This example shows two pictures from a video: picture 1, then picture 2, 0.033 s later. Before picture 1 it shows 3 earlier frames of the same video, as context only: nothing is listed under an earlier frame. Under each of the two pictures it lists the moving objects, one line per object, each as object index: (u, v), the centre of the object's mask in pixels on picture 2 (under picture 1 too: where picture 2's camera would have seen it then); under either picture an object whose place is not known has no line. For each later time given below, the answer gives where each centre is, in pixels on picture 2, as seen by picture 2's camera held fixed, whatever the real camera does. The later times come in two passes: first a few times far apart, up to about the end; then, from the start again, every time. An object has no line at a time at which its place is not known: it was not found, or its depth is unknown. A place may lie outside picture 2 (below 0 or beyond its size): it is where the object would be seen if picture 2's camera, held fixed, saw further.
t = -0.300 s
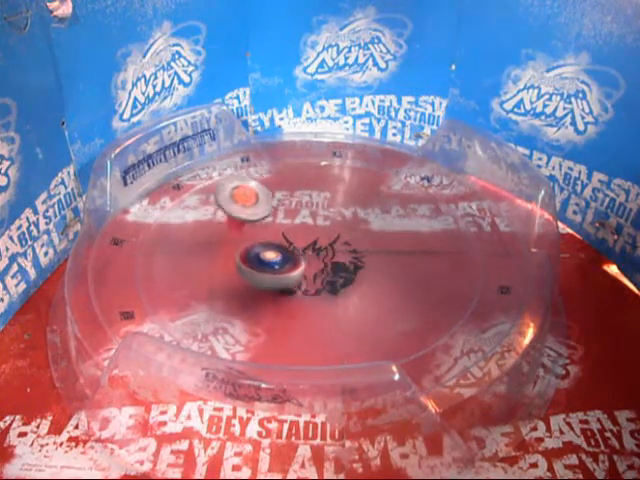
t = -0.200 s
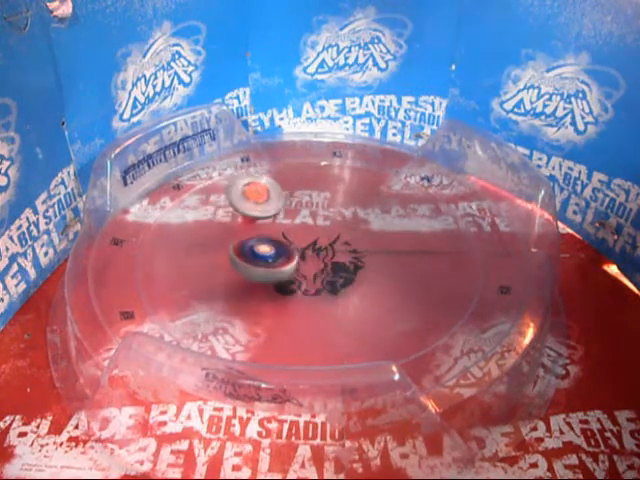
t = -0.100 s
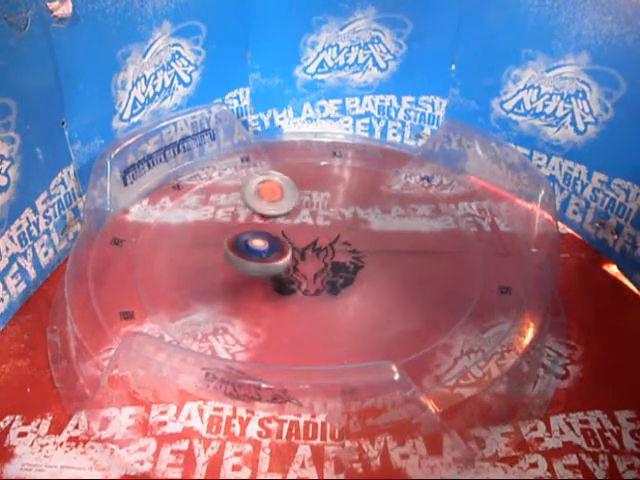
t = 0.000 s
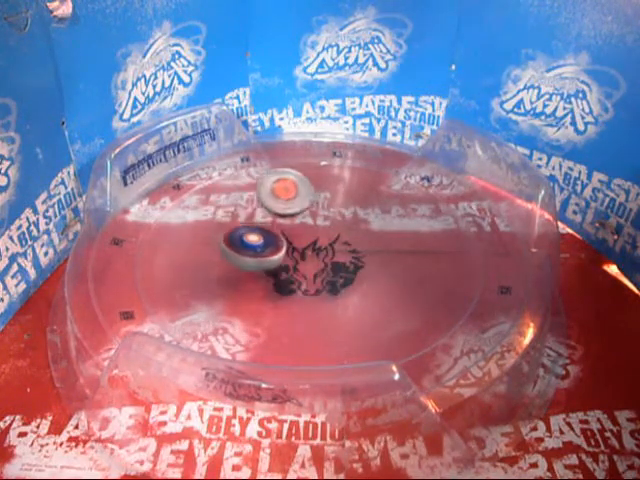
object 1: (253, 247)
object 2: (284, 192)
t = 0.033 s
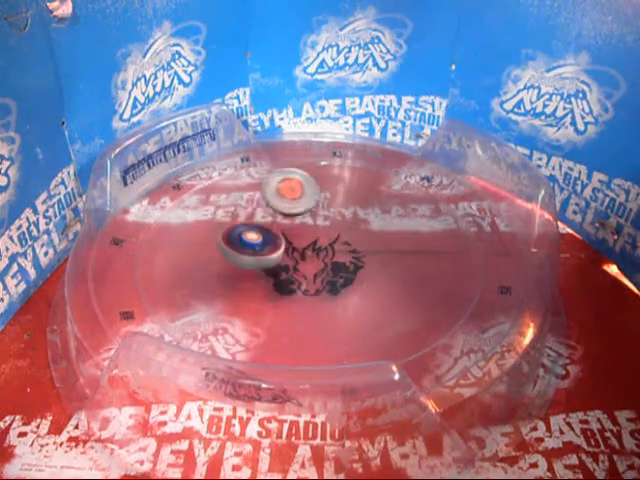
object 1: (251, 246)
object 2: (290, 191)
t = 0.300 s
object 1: (252, 237)
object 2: (332, 193)
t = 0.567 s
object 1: (270, 227)
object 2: (370, 205)
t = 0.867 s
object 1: (289, 209)
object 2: (390, 227)
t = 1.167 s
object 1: (299, 208)
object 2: (376, 253)
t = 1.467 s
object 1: (327, 216)
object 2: (330, 273)
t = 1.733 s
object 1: (353, 219)
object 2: (276, 273)
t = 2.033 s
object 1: (363, 224)
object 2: (242, 254)
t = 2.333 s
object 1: (365, 245)
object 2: (240, 226)
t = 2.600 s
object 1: (364, 259)
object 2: (263, 203)
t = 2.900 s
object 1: (345, 265)
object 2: (300, 188)
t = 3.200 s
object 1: (305, 279)
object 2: (338, 191)
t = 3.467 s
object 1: (294, 280)
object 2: (368, 209)
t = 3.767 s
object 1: (281, 269)
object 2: (381, 237)
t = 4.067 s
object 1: (257, 251)
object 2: (358, 264)
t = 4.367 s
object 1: (255, 245)
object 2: (307, 278)
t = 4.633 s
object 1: (274, 233)
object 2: (261, 270)
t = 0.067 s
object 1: (250, 244)
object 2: (295, 190)
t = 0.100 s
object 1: (250, 242)
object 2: (300, 190)
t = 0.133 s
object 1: (249, 240)
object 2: (306, 191)
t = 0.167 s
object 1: (249, 240)
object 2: (312, 191)
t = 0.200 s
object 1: (250, 239)
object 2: (317, 191)
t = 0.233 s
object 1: (250, 238)
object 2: (322, 192)
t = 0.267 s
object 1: (251, 238)
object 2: (327, 192)
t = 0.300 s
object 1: (252, 237)
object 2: (332, 193)
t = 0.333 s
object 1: (254, 237)
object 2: (338, 194)
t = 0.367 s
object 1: (256, 237)
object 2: (343, 196)
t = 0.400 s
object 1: (258, 236)
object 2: (347, 197)
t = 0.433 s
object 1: (260, 234)
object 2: (353, 198)
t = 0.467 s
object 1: (263, 232)
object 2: (356, 200)
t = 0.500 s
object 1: (264, 231)
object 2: (362, 201)
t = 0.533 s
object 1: (267, 228)
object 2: (366, 203)
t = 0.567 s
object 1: (270, 227)
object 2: (370, 205)
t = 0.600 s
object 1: (271, 225)
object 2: (374, 207)
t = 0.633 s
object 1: (274, 223)
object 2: (377, 209)
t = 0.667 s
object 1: (275, 221)
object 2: (380, 212)
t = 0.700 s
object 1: (278, 219)
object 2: (382, 214)
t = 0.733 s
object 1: (280, 217)
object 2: (384, 215)
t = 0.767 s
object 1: (282, 215)
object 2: (387, 218)
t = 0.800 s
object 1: (284, 213)
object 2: (388, 222)
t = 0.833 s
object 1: (287, 211)
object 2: (389, 224)
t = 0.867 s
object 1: (289, 209)
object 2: (390, 227)
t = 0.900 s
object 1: (290, 208)
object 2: (391, 230)
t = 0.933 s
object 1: (291, 208)
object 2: (391, 234)
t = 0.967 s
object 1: (291, 207)
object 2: (391, 236)
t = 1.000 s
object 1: (292, 207)
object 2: (390, 238)
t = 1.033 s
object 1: (293, 207)
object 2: (387, 242)
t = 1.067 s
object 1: (294, 207)
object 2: (386, 245)
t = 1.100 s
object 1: (296, 207)
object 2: (383, 248)
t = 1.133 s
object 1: (297, 208)
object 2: (379, 251)
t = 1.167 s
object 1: (299, 208)
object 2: (376, 253)
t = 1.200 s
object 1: (301, 209)
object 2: (372, 256)
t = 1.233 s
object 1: (304, 209)
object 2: (367, 259)
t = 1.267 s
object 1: (306, 210)
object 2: (363, 261)
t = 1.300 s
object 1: (309, 212)
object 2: (358, 264)
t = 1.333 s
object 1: (312, 212)
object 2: (353, 266)
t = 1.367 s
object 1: (315, 213)
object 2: (347, 268)
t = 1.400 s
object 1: (319, 214)
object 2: (342, 270)
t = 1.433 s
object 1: (323, 214)
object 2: (336, 271)
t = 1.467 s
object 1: (327, 216)
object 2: (330, 273)
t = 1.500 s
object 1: (330, 216)
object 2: (324, 274)
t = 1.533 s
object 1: (334, 216)
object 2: (318, 275)
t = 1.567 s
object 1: (338, 217)
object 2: (311, 275)
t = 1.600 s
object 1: (341, 217)
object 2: (304, 275)
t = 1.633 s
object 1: (344, 218)
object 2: (298, 275)
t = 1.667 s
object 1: (348, 218)
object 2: (291, 274)
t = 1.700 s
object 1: (350, 219)
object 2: (284, 274)
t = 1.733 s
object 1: (353, 219)
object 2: (276, 273)
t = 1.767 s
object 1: (355, 219)
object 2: (271, 272)
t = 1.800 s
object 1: (356, 220)
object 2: (266, 270)
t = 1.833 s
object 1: (358, 220)
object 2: (262, 268)
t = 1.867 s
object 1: (359, 221)
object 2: (257, 266)
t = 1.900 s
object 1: (361, 221)
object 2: (254, 264)
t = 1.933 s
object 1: (361, 221)
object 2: (250, 261)
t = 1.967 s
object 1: (362, 222)
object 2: (247, 259)
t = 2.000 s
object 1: (363, 223)
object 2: (244, 257)
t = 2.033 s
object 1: (363, 224)
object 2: (242, 254)
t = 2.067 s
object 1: (365, 225)
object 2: (240, 250)
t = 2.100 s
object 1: (365, 227)
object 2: (239, 247)
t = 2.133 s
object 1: (365, 231)
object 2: (238, 244)
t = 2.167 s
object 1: (366, 233)
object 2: (238, 242)
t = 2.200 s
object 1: (365, 234)
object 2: (238, 238)
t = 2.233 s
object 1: (365, 238)
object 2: (238, 235)
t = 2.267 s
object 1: (364, 240)
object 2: (238, 231)
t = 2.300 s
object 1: (364, 243)
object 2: (239, 228)
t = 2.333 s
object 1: (365, 245)
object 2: (240, 226)
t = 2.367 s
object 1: (365, 248)
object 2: (243, 223)
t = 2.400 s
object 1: (366, 250)
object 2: (246, 220)
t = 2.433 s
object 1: (367, 251)
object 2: (248, 217)
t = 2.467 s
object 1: (367, 252)
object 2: (250, 214)
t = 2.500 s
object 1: (366, 254)
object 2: (252, 211)
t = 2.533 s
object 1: (365, 256)
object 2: (256, 208)
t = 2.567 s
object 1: (364, 259)
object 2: (260, 205)
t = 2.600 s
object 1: (364, 259)
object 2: (263, 203)
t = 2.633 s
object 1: (365, 261)
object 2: (266, 201)
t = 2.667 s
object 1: (365, 261)
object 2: (270, 198)
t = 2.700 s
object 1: (365, 261)
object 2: (275, 196)
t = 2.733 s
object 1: (364, 261)
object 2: (278, 195)
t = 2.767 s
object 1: (362, 261)
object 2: (283, 192)
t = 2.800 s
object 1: (359, 261)
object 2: (287, 191)
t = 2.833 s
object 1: (354, 263)
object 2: (291, 190)
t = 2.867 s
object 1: (350, 263)
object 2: (296, 188)
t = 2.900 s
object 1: (345, 265)
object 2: (300, 188)
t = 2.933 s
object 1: (340, 266)
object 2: (304, 187)
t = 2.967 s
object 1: (335, 268)
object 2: (308, 187)
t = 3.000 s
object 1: (329, 269)
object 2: (312, 186)
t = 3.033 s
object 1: (323, 271)
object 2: (317, 187)
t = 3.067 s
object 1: (318, 273)
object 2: (321, 187)
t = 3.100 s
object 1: (314, 275)
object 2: (326, 188)
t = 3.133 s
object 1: (308, 277)
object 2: (330, 189)
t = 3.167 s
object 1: (306, 278)
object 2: (334, 190)
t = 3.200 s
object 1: (305, 279)
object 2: (338, 191)
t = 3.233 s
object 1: (304, 280)
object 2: (343, 193)
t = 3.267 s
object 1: (303, 281)
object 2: (347, 194)
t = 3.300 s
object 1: (302, 281)
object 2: (351, 196)
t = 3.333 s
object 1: (300, 281)
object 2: (355, 198)
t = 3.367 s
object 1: (299, 280)
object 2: (358, 201)
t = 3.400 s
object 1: (297, 280)
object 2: (362, 203)
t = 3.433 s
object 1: (295, 280)
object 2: (365, 206)
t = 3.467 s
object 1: (294, 280)
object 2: (368, 209)
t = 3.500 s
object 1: (293, 279)
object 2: (370, 212)
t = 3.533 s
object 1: (292, 278)
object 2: (373, 215)
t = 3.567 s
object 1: (291, 277)
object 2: (375, 217)
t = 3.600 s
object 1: (290, 276)
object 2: (377, 220)
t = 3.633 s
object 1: (289, 274)
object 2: (379, 224)
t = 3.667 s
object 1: (289, 273)
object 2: (380, 226)
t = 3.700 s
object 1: (286, 272)
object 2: (381, 229)
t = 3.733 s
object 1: (283, 270)
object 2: (382, 233)
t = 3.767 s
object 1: (281, 269)
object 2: (381, 237)
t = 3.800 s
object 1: (279, 267)
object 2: (380, 240)
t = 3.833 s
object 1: (276, 265)
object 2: (379, 244)
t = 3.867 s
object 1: (275, 263)
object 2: (377, 247)
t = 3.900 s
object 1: (273, 261)
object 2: (374, 250)
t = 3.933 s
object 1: (270, 259)
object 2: (372, 253)
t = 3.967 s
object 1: (267, 256)
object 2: (369, 256)
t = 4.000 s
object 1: (264, 254)
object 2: (366, 259)
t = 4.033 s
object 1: (260, 252)
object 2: (362, 261)
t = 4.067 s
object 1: (257, 251)
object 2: (358, 264)
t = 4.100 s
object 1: (255, 250)
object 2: (353, 266)
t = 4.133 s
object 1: (254, 250)
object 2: (348, 268)
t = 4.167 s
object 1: (253, 249)
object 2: (343, 271)
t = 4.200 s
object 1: (252, 248)
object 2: (338, 272)
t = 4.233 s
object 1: (251, 248)
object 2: (332, 274)
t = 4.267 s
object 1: (251, 247)
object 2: (326, 275)
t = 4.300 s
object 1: (252, 246)
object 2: (321, 276)
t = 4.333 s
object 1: (253, 245)
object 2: (314, 277)
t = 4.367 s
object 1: (255, 245)
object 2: (307, 278)
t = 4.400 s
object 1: (257, 244)
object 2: (300, 278)
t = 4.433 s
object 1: (259, 242)
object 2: (293, 277)
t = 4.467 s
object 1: (262, 241)
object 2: (288, 277)
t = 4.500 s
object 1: (264, 239)
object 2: (280, 276)
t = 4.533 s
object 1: (267, 238)
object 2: (275, 275)
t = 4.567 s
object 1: (271, 237)
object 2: (270, 274)
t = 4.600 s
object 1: (273, 235)
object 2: (266, 272)
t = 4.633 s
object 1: (274, 233)
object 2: (261, 270)
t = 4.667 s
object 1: (276, 231)
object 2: (257, 268)
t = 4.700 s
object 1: (277, 230)
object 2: (254, 266)
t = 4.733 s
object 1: (279, 227)
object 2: (250, 263)
